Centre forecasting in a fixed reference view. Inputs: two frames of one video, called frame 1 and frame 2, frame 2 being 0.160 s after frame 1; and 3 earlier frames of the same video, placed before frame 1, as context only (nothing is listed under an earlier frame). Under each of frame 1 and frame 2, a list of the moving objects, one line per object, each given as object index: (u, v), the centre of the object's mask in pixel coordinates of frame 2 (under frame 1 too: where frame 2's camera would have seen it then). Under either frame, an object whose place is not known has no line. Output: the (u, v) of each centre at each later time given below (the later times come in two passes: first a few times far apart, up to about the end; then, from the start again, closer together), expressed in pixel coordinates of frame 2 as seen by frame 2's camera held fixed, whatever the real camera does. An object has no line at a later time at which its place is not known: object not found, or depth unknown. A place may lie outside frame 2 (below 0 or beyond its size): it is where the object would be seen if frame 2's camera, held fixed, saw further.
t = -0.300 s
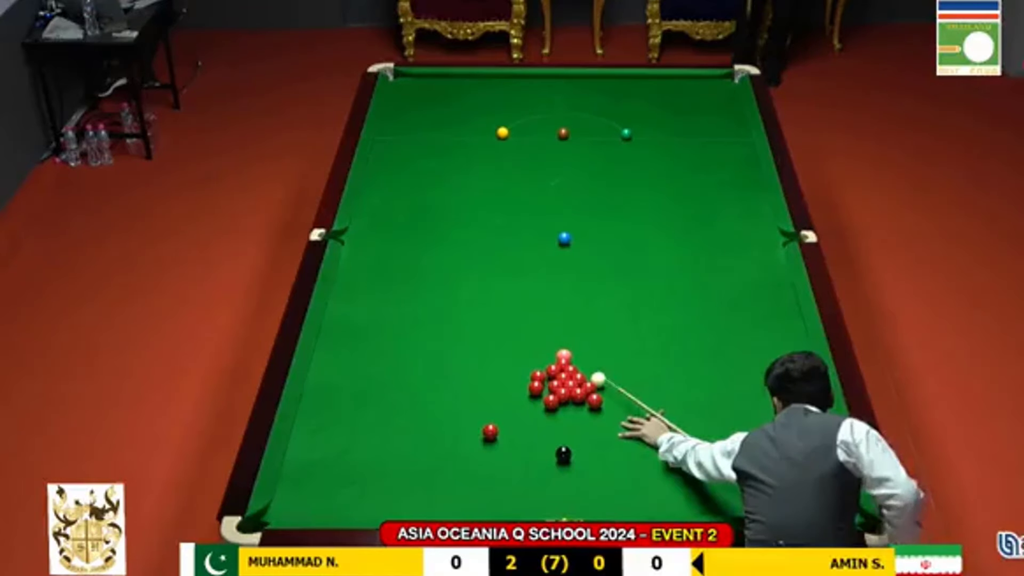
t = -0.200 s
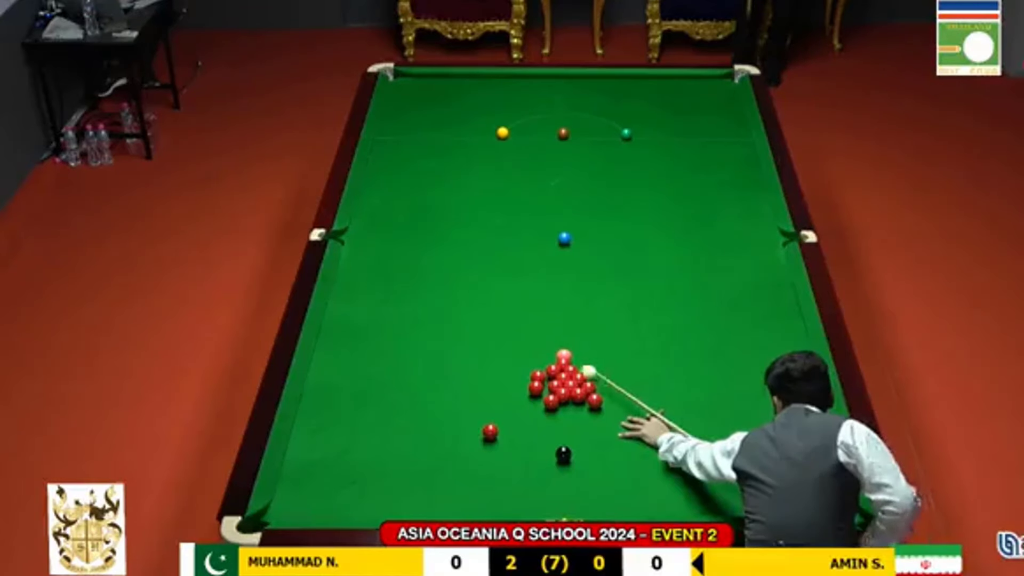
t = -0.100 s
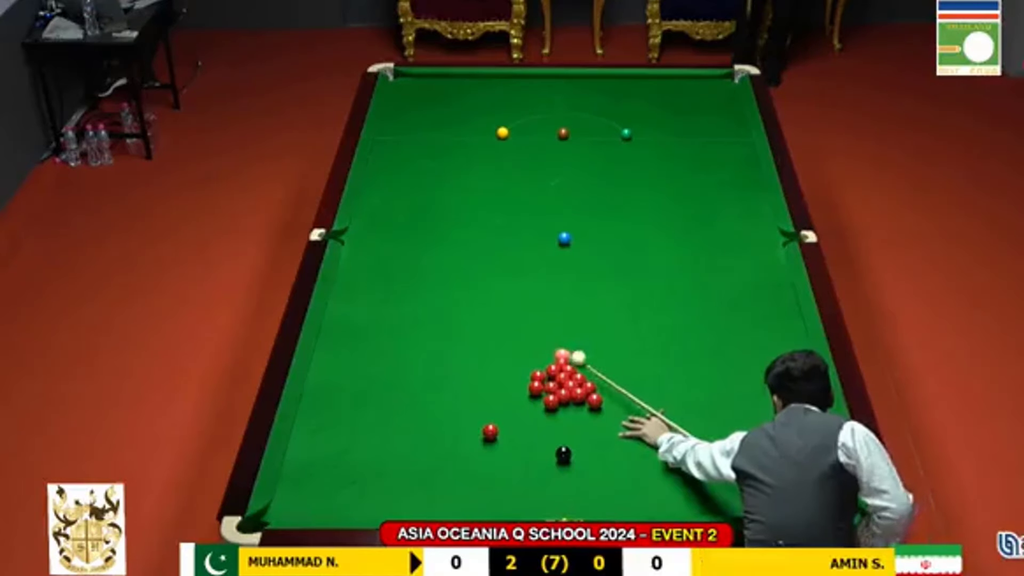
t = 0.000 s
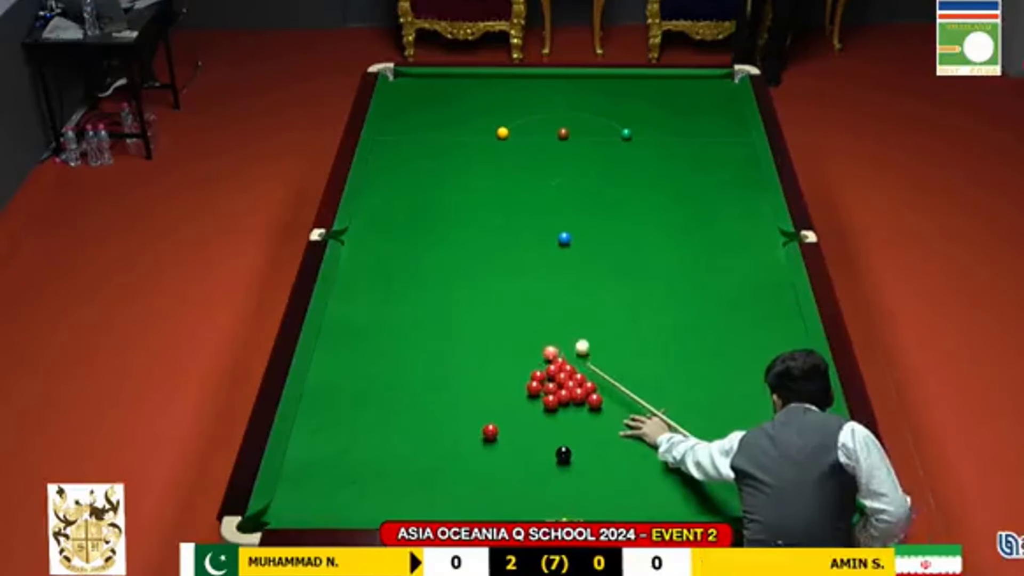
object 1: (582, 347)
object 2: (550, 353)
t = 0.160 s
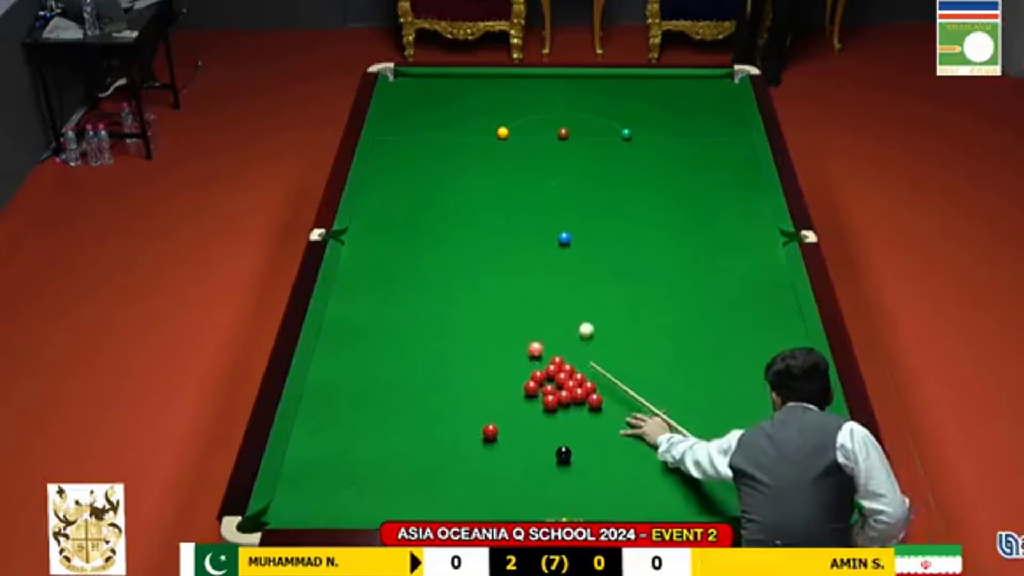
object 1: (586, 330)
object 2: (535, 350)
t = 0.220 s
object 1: (587, 324)
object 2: (530, 349)
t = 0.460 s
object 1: (593, 300)
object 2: (509, 343)
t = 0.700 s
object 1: (597, 278)
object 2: (489, 339)
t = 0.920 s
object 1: (601, 260)
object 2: (472, 335)
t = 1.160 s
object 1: (605, 242)
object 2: (456, 331)
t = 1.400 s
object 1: (608, 225)
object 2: (439, 327)
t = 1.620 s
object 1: (611, 211)
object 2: (426, 324)
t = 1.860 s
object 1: (613, 196)
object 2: (413, 321)
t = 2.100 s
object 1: (615, 183)
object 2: (401, 318)
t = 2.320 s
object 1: (617, 171)
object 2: (391, 317)
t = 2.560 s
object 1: (619, 160)
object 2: (381, 314)
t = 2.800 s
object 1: (620, 149)
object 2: (373, 312)
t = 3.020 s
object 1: (621, 141)
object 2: (366, 311)
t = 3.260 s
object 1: (617, 136)
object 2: (359, 309)
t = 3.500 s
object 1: (613, 133)
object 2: (354, 308)
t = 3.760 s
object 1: (609, 131)
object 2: (350, 307)
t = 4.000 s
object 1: (606, 129)
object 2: (347, 306)
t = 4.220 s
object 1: (604, 128)
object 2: (344, 306)
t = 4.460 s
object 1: (601, 127)
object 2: (344, 306)
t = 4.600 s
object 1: (600, 127)
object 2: (344, 306)
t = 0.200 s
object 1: (587, 326)
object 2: (531, 349)
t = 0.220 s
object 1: (587, 324)
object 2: (530, 349)
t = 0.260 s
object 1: (588, 320)
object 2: (526, 348)
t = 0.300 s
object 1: (589, 315)
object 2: (522, 347)
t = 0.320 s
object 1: (590, 313)
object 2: (521, 346)
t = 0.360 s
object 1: (591, 309)
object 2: (517, 345)
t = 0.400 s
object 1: (591, 306)
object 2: (514, 345)
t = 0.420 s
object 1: (592, 304)
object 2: (512, 344)
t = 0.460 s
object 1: (593, 300)
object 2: (509, 343)
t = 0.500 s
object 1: (594, 296)
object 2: (505, 343)
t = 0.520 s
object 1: (594, 294)
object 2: (504, 342)
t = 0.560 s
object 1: (595, 291)
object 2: (501, 341)
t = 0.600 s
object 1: (596, 287)
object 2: (497, 340)
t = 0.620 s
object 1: (596, 285)
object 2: (495, 340)
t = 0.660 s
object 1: (597, 282)
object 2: (493, 340)
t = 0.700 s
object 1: (597, 278)
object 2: (489, 339)
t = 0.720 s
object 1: (598, 277)
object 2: (487, 338)
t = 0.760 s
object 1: (599, 273)
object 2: (485, 338)
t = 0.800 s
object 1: (599, 270)
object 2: (481, 337)
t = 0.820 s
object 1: (599, 268)
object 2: (480, 336)
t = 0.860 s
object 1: (600, 265)
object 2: (477, 336)
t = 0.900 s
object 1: (601, 262)
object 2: (474, 335)
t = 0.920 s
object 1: (601, 260)
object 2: (472, 335)
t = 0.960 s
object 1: (602, 257)
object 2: (469, 334)
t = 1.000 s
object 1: (603, 254)
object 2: (467, 333)
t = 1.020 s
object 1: (603, 252)
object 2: (465, 333)
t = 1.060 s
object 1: (603, 249)
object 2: (462, 332)
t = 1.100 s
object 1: (604, 246)
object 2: (460, 332)
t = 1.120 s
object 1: (604, 245)
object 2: (458, 331)
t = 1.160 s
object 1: (605, 242)
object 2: (456, 331)
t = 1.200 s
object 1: (605, 239)
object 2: (453, 330)
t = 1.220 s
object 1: (606, 237)
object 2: (451, 330)
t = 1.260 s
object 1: (606, 235)
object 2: (449, 329)
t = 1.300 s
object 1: (607, 232)
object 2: (446, 328)
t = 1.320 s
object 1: (607, 230)
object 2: (445, 328)
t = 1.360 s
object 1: (607, 228)
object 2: (442, 328)
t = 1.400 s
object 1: (608, 225)
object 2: (439, 327)
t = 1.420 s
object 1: (608, 223)
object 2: (438, 327)
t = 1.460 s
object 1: (609, 221)
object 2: (436, 326)
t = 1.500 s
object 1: (609, 218)
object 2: (433, 326)
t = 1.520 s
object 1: (609, 217)
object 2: (432, 326)
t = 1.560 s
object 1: (610, 214)
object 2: (430, 325)
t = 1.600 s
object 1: (611, 212)
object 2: (427, 325)
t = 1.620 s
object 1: (611, 211)
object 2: (426, 324)
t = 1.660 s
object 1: (611, 208)
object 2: (424, 324)
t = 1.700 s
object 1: (612, 206)
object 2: (422, 323)
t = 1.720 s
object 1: (612, 205)
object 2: (420, 323)
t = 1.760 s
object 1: (612, 202)
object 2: (418, 322)
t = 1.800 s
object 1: (612, 200)
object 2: (416, 322)
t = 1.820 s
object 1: (612, 198)
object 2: (415, 322)
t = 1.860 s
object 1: (613, 196)
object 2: (413, 321)
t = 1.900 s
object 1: (614, 194)
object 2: (411, 321)
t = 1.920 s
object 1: (614, 193)
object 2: (410, 321)
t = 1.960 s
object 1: (614, 191)
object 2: (408, 320)
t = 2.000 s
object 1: (614, 188)
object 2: (406, 320)
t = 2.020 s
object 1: (614, 187)
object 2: (405, 320)
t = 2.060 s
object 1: (615, 185)
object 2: (403, 319)
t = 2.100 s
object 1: (615, 183)
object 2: (401, 318)
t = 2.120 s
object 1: (615, 182)
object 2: (400, 318)
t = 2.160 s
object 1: (616, 180)
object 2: (398, 318)
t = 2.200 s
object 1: (616, 178)
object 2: (396, 318)
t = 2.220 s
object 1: (616, 177)
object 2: (395, 317)
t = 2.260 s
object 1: (616, 174)
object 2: (393, 317)
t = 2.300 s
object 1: (617, 172)
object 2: (392, 317)
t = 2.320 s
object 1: (617, 171)
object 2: (391, 317)
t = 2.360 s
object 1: (617, 170)
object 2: (389, 316)
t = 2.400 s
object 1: (617, 168)
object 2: (388, 316)
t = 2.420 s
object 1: (617, 167)
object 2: (386, 316)
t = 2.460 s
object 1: (618, 165)
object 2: (385, 315)
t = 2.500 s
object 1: (618, 163)
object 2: (384, 315)
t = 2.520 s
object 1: (618, 162)
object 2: (383, 314)
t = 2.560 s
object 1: (619, 160)
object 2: (381, 314)
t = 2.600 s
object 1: (619, 158)
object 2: (380, 314)
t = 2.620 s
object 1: (619, 157)
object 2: (379, 314)
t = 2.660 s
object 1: (619, 155)
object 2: (377, 313)
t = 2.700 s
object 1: (619, 154)
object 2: (376, 313)
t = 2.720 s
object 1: (619, 153)
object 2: (375, 313)
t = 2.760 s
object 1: (620, 151)
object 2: (374, 313)
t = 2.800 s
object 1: (620, 149)
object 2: (373, 312)
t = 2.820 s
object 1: (620, 148)
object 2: (372, 312)
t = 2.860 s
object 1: (620, 147)
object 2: (371, 312)
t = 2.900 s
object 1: (620, 145)
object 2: (370, 312)
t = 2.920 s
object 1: (620, 145)
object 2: (369, 311)
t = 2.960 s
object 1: (621, 143)
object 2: (367, 311)
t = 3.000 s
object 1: (621, 141)
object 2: (366, 311)
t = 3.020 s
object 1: (621, 141)
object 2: (366, 311)
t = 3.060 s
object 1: (621, 139)
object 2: (365, 310)
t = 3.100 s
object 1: (620, 138)
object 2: (364, 310)
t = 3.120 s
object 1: (620, 138)
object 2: (363, 310)
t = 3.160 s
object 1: (619, 137)
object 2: (362, 310)
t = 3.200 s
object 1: (619, 137)
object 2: (361, 310)
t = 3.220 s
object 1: (618, 137)
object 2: (360, 309)
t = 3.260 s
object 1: (617, 136)
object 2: (359, 309)
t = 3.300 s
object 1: (617, 135)
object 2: (358, 309)
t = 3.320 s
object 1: (616, 135)
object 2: (358, 309)
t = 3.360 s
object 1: (615, 135)
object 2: (357, 309)
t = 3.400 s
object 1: (615, 134)
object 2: (356, 309)
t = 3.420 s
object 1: (614, 134)
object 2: (356, 309)
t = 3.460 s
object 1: (614, 134)
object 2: (355, 308)
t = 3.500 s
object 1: (613, 133)
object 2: (354, 308)
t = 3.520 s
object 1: (612, 133)
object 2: (354, 308)
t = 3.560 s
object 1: (612, 132)
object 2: (353, 308)
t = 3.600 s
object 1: (611, 132)
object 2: (352, 308)
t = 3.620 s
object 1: (611, 132)
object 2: (352, 308)
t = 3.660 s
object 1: (610, 131)
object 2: (351, 308)
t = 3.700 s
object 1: (610, 131)
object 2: (350, 307)
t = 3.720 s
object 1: (609, 131)
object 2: (350, 307)
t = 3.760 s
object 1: (609, 131)
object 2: (350, 307)
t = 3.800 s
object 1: (608, 130)
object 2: (349, 307)
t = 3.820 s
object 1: (608, 130)
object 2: (349, 307)
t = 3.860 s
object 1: (607, 130)
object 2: (348, 307)
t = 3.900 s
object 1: (607, 130)
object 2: (348, 307)
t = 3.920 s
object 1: (607, 130)
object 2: (348, 306)
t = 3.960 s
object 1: (606, 129)
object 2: (347, 306)
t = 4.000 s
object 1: (606, 129)
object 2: (347, 306)
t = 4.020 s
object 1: (605, 129)
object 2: (346, 307)
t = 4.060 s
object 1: (605, 129)
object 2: (346, 306)
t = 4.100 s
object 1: (604, 129)
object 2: (345, 306)
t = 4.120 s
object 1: (604, 128)
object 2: (345, 306)
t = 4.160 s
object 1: (604, 128)
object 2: (345, 306)
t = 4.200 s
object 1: (604, 128)
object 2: (345, 306)
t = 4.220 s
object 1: (604, 128)
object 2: (344, 306)
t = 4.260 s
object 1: (603, 128)
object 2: (344, 306)
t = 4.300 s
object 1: (603, 128)
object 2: (344, 306)
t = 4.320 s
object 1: (602, 127)
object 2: (344, 306)
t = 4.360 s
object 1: (602, 127)
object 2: (344, 306)
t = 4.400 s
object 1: (602, 127)
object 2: (344, 306)
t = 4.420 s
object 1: (602, 127)
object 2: (344, 306)
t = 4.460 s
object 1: (601, 127)
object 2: (344, 306)
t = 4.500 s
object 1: (601, 127)
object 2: (344, 306)
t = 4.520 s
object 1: (601, 127)
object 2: (344, 306)
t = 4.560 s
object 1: (601, 127)
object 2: (344, 306)
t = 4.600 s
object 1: (600, 127)
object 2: (344, 306)
